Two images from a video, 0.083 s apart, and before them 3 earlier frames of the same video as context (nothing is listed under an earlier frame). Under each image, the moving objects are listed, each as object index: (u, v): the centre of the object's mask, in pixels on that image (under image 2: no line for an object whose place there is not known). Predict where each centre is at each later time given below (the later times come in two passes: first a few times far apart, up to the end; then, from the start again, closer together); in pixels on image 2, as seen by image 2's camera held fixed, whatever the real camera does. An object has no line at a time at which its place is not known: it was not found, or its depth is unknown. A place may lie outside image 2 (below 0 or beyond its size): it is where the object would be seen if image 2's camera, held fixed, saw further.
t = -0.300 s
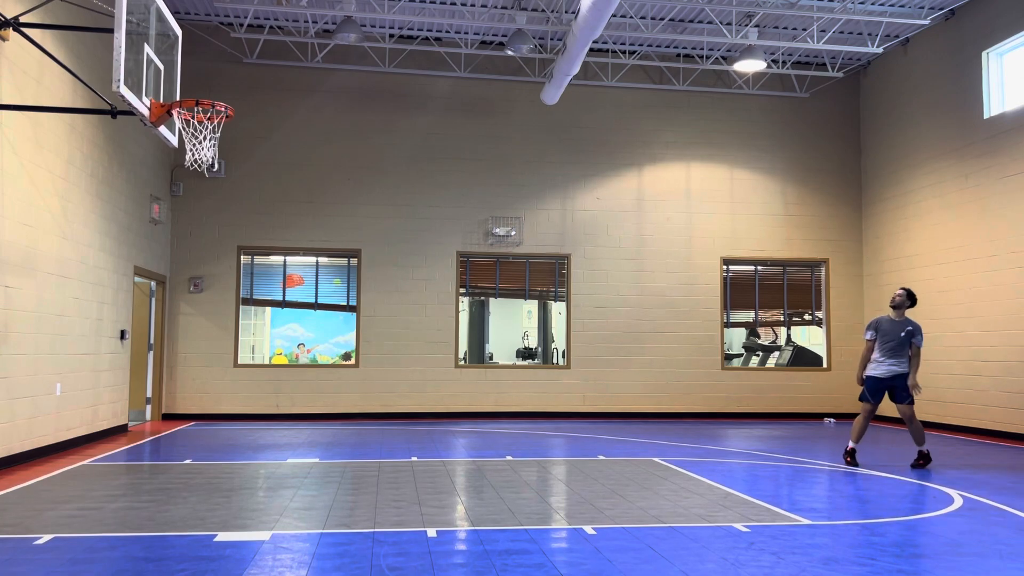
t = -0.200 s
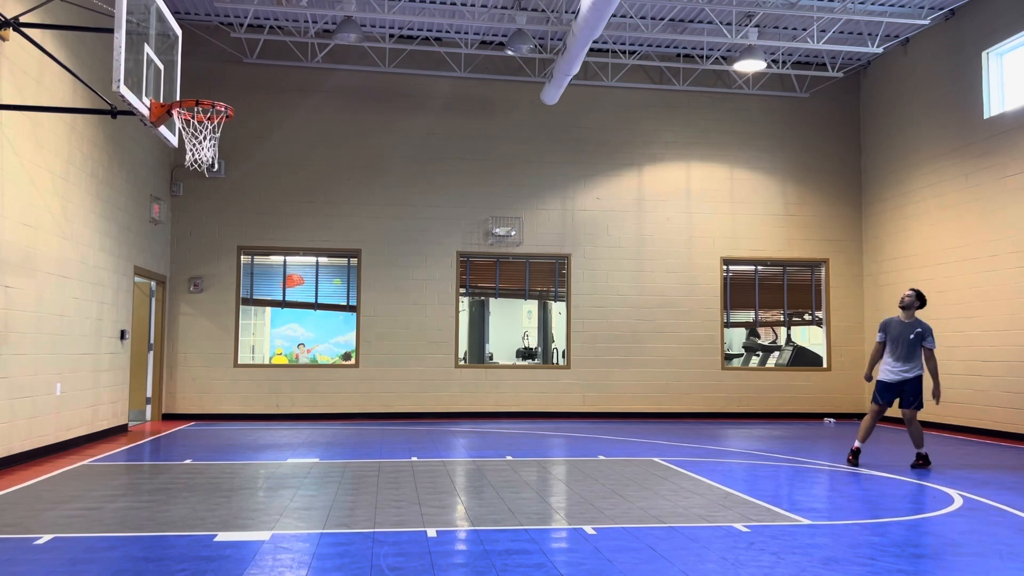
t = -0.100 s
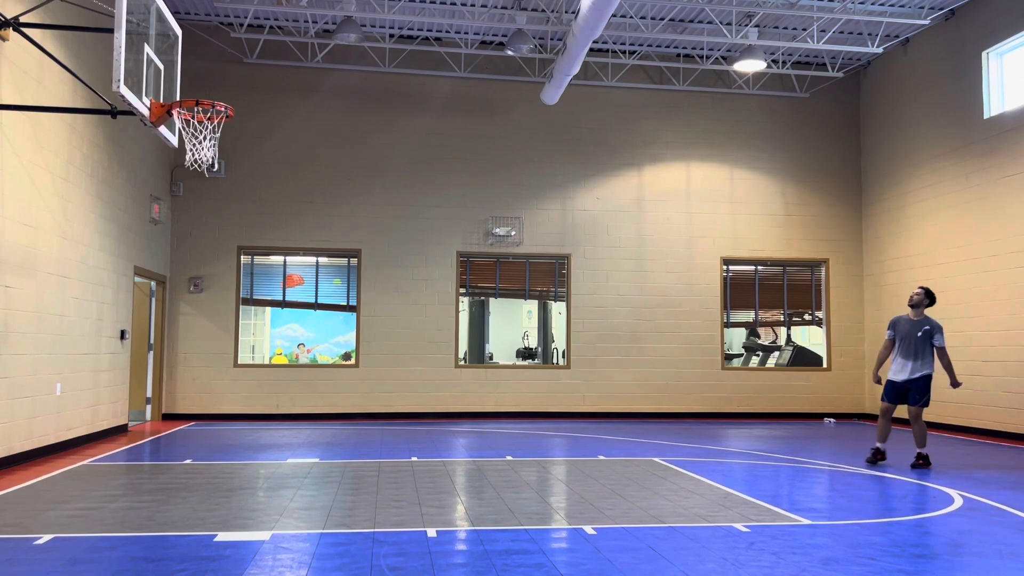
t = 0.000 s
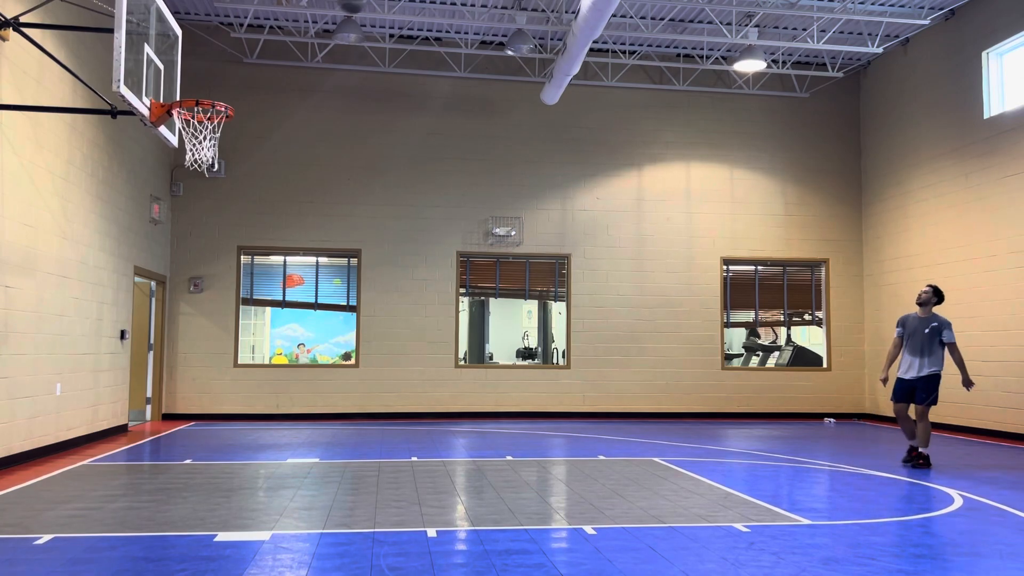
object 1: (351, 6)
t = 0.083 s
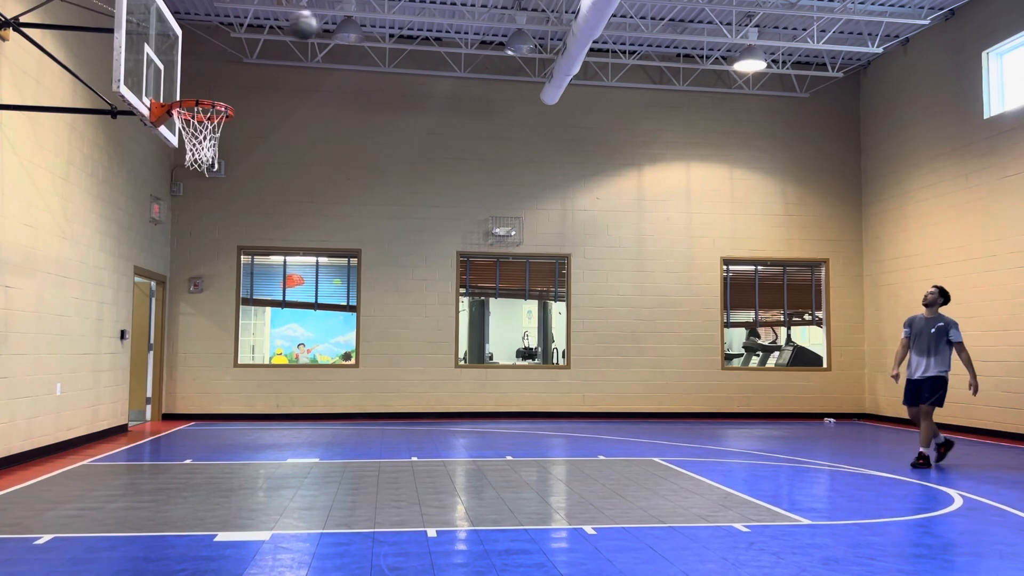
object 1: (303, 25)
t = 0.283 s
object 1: (191, 119)
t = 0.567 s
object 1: (225, 218)
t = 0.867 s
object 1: (260, 435)
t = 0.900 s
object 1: (264, 469)
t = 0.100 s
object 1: (293, 31)
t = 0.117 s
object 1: (283, 37)
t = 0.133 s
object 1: (273, 45)
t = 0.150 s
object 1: (263, 53)
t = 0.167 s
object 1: (253, 60)
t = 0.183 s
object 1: (242, 69)
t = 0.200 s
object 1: (232, 77)
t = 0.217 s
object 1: (221, 86)
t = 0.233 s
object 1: (212, 91)
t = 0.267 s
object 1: (193, 118)
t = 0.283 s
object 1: (191, 119)
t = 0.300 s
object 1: (190, 128)
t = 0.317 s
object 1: (188, 133)
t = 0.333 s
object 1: (195, 142)
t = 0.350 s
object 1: (197, 145)
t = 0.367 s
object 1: (195, 151)
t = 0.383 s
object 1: (200, 152)
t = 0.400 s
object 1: (203, 157)
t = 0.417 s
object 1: (206, 161)
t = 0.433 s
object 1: (208, 165)
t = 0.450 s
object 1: (210, 170)
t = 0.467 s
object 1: (212, 175)
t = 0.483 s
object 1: (214, 182)
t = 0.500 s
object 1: (216, 188)
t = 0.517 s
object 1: (218, 195)
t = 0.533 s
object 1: (220, 202)
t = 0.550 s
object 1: (222, 210)
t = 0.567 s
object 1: (225, 218)
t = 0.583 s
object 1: (227, 226)
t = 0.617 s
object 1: (230, 244)
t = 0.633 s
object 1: (232, 253)
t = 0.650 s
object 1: (235, 263)
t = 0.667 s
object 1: (236, 274)
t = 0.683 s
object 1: (239, 285)
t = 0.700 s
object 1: (241, 296)
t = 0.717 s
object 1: (243, 307)
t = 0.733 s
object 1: (245, 320)
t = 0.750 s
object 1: (247, 333)
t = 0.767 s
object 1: (249, 345)
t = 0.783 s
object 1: (251, 360)
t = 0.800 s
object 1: (253, 375)
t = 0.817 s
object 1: (255, 388)
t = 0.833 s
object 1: (257, 402)
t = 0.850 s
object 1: (259, 418)
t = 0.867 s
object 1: (260, 435)
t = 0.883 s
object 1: (262, 451)
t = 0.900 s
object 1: (264, 469)
